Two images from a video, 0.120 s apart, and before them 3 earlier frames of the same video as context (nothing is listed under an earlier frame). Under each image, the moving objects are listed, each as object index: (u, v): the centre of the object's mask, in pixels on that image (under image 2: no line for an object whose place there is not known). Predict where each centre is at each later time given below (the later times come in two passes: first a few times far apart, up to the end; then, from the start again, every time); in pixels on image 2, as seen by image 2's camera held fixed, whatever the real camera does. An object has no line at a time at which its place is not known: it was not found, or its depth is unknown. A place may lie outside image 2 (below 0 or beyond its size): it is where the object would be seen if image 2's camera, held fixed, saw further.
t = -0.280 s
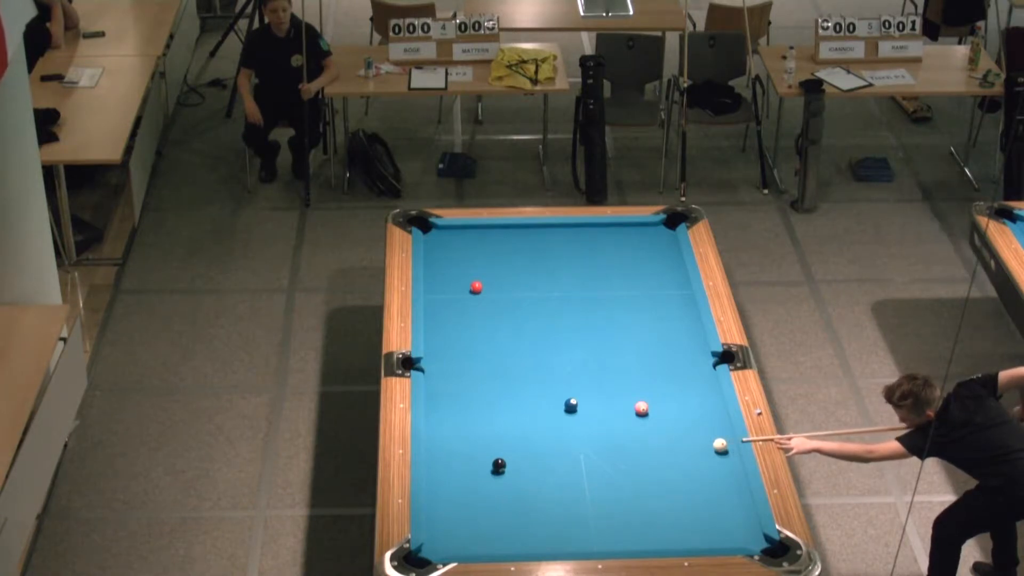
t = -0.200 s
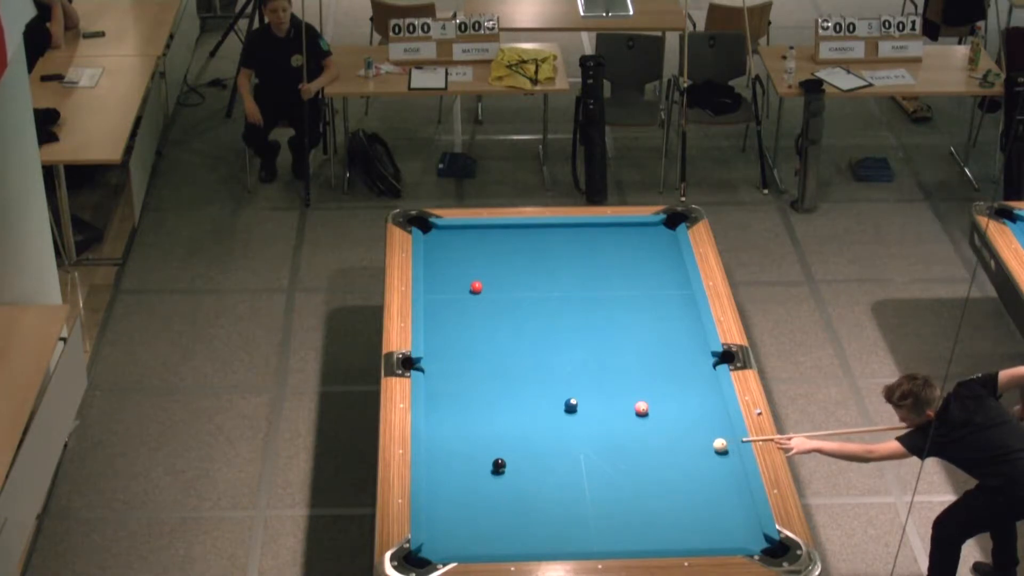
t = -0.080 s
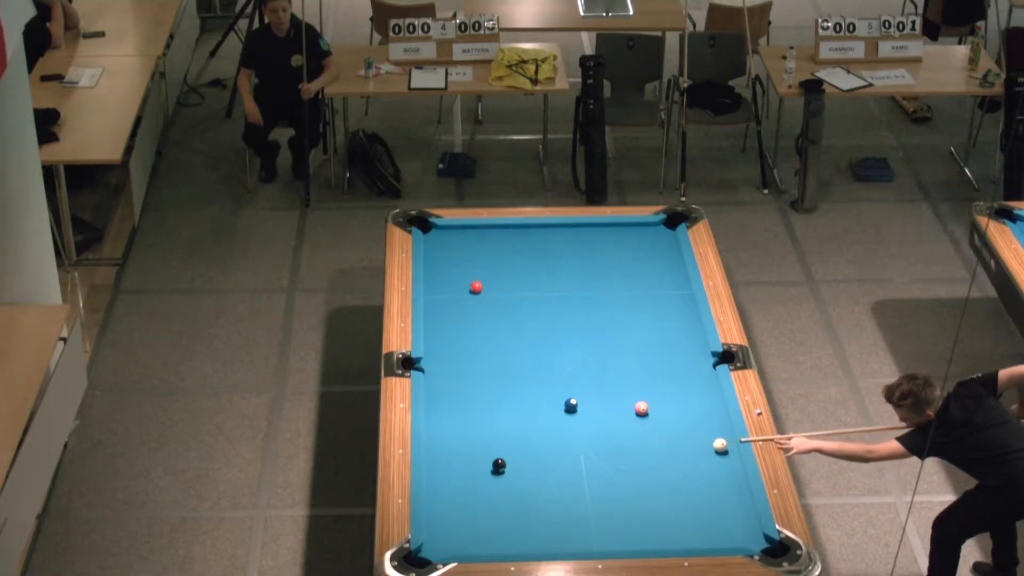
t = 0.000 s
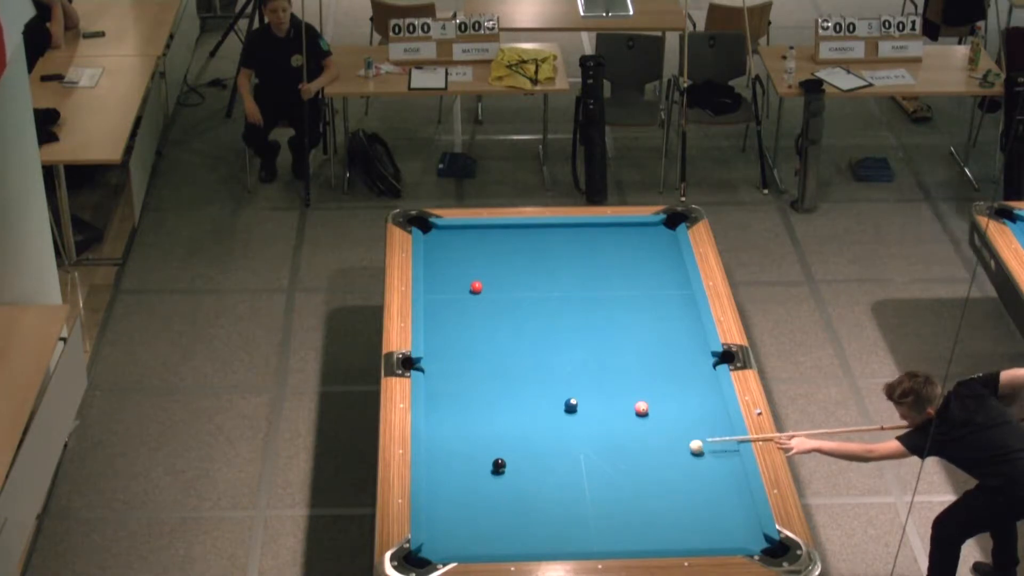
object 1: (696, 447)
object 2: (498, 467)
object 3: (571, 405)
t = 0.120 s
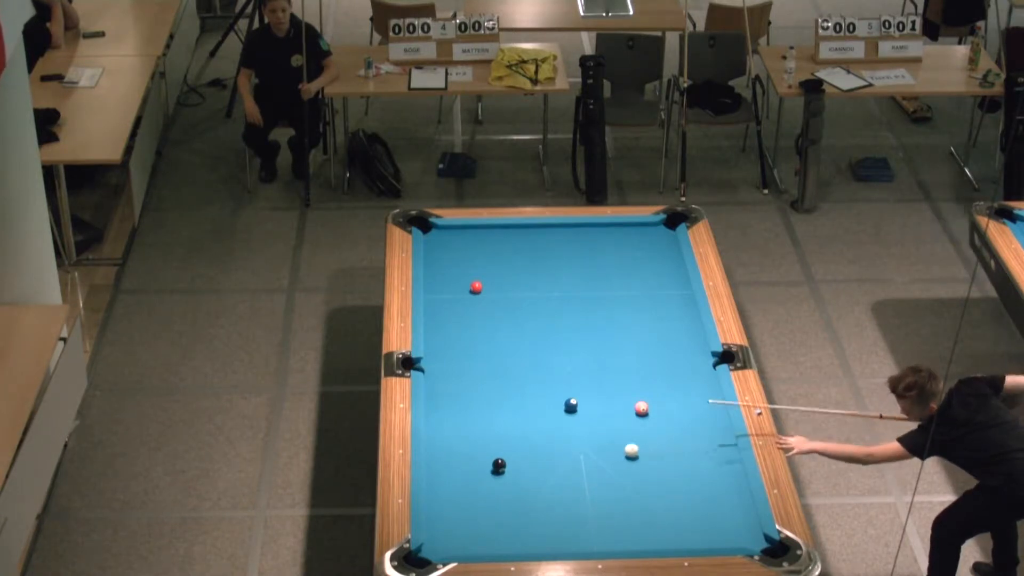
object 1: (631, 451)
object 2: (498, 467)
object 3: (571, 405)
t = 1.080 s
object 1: (541, 406)
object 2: (448, 547)
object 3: (571, 405)
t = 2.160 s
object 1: (673, 338)
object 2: (501, 511)
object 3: (606, 420)
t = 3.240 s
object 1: (649, 300)
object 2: (537, 479)
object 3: (629, 430)
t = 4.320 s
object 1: (606, 277)
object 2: (559, 461)
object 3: (635, 434)
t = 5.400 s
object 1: (579, 263)
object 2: (567, 454)
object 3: (635, 434)
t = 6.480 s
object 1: (566, 257)
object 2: (567, 454)
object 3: (635, 434)
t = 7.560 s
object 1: (564, 257)
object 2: (567, 454)
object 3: (635, 434)
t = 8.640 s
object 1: (564, 257)
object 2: (567, 454)
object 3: (635, 434)
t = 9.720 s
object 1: (564, 257)
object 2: (567, 453)
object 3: (635, 434)
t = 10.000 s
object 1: (564, 257)
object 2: (567, 453)
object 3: (635, 434)
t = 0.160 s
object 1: (610, 452)
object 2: (498, 467)
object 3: (571, 405)
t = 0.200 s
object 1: (588, 453)
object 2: (498, 467)
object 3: (571, 405)
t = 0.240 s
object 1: (567, 454)
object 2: (498, 466)
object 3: (571, 405)
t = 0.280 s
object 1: (545, 455)
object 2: (498, 467)
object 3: (571, 405)
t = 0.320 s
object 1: (523, 456)
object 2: (498, 467)
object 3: (571, 405)
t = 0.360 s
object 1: (504, 456)
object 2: (496, 469)
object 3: (571, 405)
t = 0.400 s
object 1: (489, 451)
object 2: (490, 474)
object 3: (571, 405)
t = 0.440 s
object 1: (473, 447)
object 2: (483, 480)
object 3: (571, 405)
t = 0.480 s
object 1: (458, 443)
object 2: (477, 486)
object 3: (571, 405)
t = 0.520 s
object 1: (442, 440)
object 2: (471, 491)
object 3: (571, 405)
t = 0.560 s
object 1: (431, 436)
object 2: (466, 496)
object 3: (571, 405)
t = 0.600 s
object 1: (442, 434)
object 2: (461, 500)
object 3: (571, 405)
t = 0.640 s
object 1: (454, 431)
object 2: (456, 505)
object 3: (571, 405)
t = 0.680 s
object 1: (464, 429)
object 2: (451, 510)
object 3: (571, 405)
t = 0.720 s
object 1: (473, 427)
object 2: (445, 515)
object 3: (571, 405)
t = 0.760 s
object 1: (481, 424)
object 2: (440, 519)
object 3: (571, 406)
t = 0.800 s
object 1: (489, 422)
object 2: (435, 524)
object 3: (571, 405)
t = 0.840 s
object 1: (497, 419)
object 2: (431, 528)
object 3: (571, 405)
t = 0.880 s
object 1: (504, 417)
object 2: (434, 532)
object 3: (571, 405)
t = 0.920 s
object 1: (512, 415)
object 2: (438, 535)
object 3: (571, 406)
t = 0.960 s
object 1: (519, 412)
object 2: (440, 538)
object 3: (571, 405)
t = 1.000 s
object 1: (526, 410)
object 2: (443, 542)
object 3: (571, 405)
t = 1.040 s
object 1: (534, 408)
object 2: (446, 545)
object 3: (571, 405)
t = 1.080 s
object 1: (541, 406)
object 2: (448, 547)
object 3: (571, 405)
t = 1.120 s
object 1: (548, 403)
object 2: (451, 549)
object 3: (571, 405)
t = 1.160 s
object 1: (555, 401)
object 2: (454, 550)
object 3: (571, 406)
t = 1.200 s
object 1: (561, 399)
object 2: (456, 549)
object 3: (572, 406)
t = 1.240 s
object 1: (566, 395)
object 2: (458, 548)
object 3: (574, 407)
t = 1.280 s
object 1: (572, 393)
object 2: (460, 547)
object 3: (575, 408)
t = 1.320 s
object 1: (576, 390)
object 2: (462, 545)
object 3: (577, 408)
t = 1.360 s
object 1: (582, 387)
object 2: (464, 544)
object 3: (578, 409)
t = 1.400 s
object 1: (587, 385)
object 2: (466, 542)
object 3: (580, 409)
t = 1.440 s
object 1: (592, 382)
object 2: (468, 540)
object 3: (582, 410)
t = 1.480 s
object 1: (596, 379)
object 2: (470, 538)
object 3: (583, 411)
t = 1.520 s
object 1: (601, 377)
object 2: (471, 537)
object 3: (585, 411)
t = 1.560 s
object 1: (606, 374)
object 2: (474, 535)
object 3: (586, 412)
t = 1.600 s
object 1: (611, 371)
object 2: (476, 533)
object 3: (588, 412)
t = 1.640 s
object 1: (616, 369)
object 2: (477, 531)
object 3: (589, 413)
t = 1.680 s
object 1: (620, 366)
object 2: (479, 530)
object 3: (591, 414)
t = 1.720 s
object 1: (625, 364)
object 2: (481, 528)
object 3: (592, 414)
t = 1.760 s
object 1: (629, 361)
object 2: (483, 526)
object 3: (594, 415)
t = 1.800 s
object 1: (634, 359)
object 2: (485, 525)
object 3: (595, 415)
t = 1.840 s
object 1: (639, 356)
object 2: (487, 523)
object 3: (596, 416)
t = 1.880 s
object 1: (643, 354)
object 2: (489, 521)
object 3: (598, 416)
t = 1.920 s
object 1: (647, 352)
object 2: (490, 520)
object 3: (599, 417)
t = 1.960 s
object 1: (652, 349)
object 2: (492, 518)
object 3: (601, 417)
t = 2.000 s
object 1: (656, 347)
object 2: (494, 516)
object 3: (602, 418)
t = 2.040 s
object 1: (660, 344)
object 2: (495, 515)
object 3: (603, 418)
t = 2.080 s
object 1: (665, 342)
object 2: (497, 514)
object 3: (604, 419)
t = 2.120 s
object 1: (669, 340)
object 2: (499, 512)
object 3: (605, 419)
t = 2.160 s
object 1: (673, 338)
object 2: (501, 511)
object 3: (606, 420)
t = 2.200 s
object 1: (677, 335)
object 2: (502, 509)
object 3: (608, 420)
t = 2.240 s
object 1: (681, 333)
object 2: (504, 508)
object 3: (609, 421)
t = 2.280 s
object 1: (685, 331)
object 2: (505, 507)
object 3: (610, 421)
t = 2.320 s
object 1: (689, 329)
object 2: (507, 505)
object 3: (611, 422)
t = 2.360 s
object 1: (693, 326)
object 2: (508, 504)
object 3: (612, 422)
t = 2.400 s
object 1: (696, 324)
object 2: (510, 502)
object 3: (613, 422)
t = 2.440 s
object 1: (693, 323)
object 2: (511, 501)
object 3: (614, 423)
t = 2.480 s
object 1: (690, 322)
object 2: (513, 499)
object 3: (615, 423)
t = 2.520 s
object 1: (688, 321)
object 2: (514, 498)
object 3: (616, 424)
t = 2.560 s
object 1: (685, 319)
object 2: (516, 497)
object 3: (617, 424)
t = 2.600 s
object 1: (683, 318)
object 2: (517, 496)
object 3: (618, 425)
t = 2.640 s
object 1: (680, 317)
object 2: (518, 494)
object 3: (619, 425)
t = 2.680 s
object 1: (678, 315)
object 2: (520, 493)
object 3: (620, 426)
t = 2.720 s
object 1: (676, 314)
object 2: (521, 492)
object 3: (620, 426)
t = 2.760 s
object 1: (674, 313)
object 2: (522, 491)
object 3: (621, 426)
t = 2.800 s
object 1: (672, 312)
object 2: (524, 490)
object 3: (622, 427)
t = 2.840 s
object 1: (669, 311)
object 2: (525, 489)
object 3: (623, 427)
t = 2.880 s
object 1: (667, 309)
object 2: (526, 487)
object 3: (623, 428)
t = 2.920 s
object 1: (665, 308)
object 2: (527, 487)
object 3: (624, 428)
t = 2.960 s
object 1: (663, 307)
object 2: (529, 486)
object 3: (625, 428)
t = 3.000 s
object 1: (661, 306)
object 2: (530, 485)
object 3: (626, 428)
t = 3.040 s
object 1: (659, 305)
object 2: (531, 484)
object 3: (626, 429)
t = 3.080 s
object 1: (657, 304)
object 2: (532, 483)
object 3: (627, 429)
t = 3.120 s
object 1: (655, 303)
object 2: (533, 482)
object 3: (628, 430)
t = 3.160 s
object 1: (653, 302)
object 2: (534, 481)
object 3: (628, 430)
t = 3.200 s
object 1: (651, 301)
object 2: (536, 480)
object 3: (629, 430)
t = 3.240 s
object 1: (649, 300)
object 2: (537, 479)
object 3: (629, 430)
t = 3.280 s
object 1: (647, 299)
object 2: (538, 478)
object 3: (630, 431)
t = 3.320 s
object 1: (645, 298)
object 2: (539, 477)
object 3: (630, 431)
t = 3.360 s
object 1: (644, 297)
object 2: (540, 476)
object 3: (631, 431)
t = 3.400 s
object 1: (642, 296)
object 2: (541, 475)
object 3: (631, 432)
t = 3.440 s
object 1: (640, 295)
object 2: (542, 474)
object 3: (631, 432)
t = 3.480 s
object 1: (638, 294)
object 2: (543, 474)
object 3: (632, 432)
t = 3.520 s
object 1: (636, 293)
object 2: (544, 473)
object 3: (632, 432)
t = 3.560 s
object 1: (635, 292)
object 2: (545, 472)
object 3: (633, 433)
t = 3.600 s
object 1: (633, 291)
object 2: (546, 471)
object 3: (633, 433)
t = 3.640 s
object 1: (631, 290)
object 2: (547, 471)
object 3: (634, 433)
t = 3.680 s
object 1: (629, 289)
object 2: (548, 470)
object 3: (634, 433)
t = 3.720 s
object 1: (628, 288)
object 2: (549, 469)
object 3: (634, 433)
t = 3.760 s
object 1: (626, 288)
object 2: (549, 469)
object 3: (634, 434)
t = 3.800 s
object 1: (625, 287)
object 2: (550, 468)
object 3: (634, 434)
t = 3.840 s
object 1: (623, 286)
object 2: (551, 468)
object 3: (634, 434)
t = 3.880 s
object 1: (622, 285)
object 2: (552, 467)
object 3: (635, 434)
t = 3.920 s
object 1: (620, 284)
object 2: (553, 466)
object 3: (635, 434)
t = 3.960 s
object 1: (619, 284)
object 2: (554, 465)
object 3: (635, 434)
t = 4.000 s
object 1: (617, 283)
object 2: (554, 465)
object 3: (635, 434)
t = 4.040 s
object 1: (616, 282)
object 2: (555, 464)
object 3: (635, 434)
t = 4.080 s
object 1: (614, 281)
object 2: (556, 464)
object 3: (635, 434)
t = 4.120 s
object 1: (613, 281)
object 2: (556, 464)
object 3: (635, 434)
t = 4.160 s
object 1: (611, 280)
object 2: (557, 463)
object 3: (635, 434)
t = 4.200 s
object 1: (610, 279)
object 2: (558, 462)
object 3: (635, 434)
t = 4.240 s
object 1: (609, 278)
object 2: (558, 462)
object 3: (635, 434)
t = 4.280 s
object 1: (608, 278)
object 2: (559, 462)
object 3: (635, 434)
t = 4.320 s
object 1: (606, 277)
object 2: (559, 461)
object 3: (635, 434)
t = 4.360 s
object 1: (605, 276)
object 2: (560, 460)
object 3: (635, 434)
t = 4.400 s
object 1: (604, 276)
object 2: (560, 460)
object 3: (635, 434)
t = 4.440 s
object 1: (603, 275)
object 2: (561, 459)
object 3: (635, 434)
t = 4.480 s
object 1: (601, 274)
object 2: (561, 459)
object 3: (635, 434)
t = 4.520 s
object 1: (600, 274)
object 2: (562, 459)
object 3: (635, 434)
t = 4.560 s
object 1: (599, 273)
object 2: (562, 459)
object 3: (635, 434)
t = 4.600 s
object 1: (598, 273)
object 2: (563, 458)
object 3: (635, 434)
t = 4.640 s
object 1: (597, 272)
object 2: (563, 458)
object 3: (635, 434)
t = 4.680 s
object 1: (596, 272)
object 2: (563, 457)
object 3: (635, 434)
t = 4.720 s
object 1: (594, 271)
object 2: (564, 457)
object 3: (635, 434)
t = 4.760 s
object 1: (593, 270)
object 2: (564, 457)
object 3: (635, 434)
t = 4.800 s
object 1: (592, 270)
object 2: (564, 456)
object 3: (635, 434)
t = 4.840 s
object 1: (591, 269)
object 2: (565, 456)
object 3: (635, 434)
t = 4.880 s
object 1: (590, 269)
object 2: (565, 456)
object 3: (635, 434)
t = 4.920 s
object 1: (590, 268)
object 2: (565, 456)
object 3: (635, 434)
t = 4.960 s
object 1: (588, 268)
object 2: (565, 456)
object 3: (635, 434)
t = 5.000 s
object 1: (588, 267)
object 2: (566, 455)
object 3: (635, 434)
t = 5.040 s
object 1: (587, 267)
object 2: (566, 455)
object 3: (635, 434)
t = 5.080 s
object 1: (586, 266)
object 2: (566, 455)
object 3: (635, 434)
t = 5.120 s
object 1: (585, 266)
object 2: (566, 455)
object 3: (635, 434)
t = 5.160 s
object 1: (584, 265)
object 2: (566, 455)
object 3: (635, 434)
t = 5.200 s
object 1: (583, 265)
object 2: (567, 454)
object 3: (635, 434)
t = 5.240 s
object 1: (582, 264)
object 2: (567, 455)
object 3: (635, 434)
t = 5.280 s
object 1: (582, 264)
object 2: (567, 454)
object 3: (635, 434)
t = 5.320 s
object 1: (581, 264)
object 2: (567, 454)
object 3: (635, 434)
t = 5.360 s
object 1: (580, 263)
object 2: (567, 454)
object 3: (635, 434)
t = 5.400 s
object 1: (579, 263)
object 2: (567, 454)
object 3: (635, 434)
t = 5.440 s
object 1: (579, 263)
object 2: (567, 454)
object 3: (635, 434)
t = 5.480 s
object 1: (578, 262)
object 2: (567, 454)
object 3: (635, 434)
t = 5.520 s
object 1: (577, 262)
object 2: (567, 454)
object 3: (635, 434)
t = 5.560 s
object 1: (577, 262)
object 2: (567, 454)
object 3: (635, 434)
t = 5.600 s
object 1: (576, 261)
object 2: (567, 454)
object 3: (635, 434)
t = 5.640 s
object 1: (575, 261)
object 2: (567, 454)
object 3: (635, 434)
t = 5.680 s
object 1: (575, 261)
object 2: (567, 454)
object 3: (635, 434)
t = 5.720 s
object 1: (574, 261)
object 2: (567, 454)
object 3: (635, 434)
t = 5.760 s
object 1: (574, 260)
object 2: (567, 454)
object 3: (635, 434)
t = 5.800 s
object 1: (573, 260)
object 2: (567, 454)
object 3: (635, 434)
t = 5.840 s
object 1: (572, 260)
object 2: (567, 454)
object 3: (635, 434)
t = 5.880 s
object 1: (572, 259)
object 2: (567, 454)
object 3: (635, 434)
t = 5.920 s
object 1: (571, 259)
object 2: (567, 454)
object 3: (635, 434)
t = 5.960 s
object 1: (571, 259)
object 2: (567, 454)
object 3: (635, 434)
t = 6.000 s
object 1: (570, 259)
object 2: (567, 454)
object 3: (635, 434)
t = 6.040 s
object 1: (570, 258)
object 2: (567, 454)
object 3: (635, 434)
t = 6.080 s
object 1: (570, 258)
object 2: (567, 454)
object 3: (635, 434)
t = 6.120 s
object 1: (569, 258)
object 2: (567, 454)
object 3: (635, 434)
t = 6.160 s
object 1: (569, 258)
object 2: (567, 454)
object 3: (635, 434)
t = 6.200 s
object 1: (568, 258)
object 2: (567, 454)
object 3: (635, 434)
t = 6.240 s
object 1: (568, 258)
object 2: (567, 454)
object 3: (635, 434)
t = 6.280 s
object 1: (568, 258)
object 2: (567, 454)
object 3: (635, 434)
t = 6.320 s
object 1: (567, 257)
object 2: (567, 454)
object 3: (635, 434)
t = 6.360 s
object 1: (567, 257)
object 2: (567, 454)
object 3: (635, 434)
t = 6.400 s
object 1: (567, 257)
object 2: (567, 454)
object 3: (635, 434)
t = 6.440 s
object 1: (566, 257)
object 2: (567, 454)
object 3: (635, 434)
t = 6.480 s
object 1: (566, 257)
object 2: (567, 454)
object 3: (635, 434)
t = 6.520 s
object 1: (566, 257)
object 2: (567, 454)
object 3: (635, 434)
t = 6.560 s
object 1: (566, 257)
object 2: (567, 454)
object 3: (635, 434)
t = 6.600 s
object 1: (566, 257)
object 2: (567, 454)
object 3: (635, 434)
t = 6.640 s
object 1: (565, 257)
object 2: (567, 454)
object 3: (635, 434)
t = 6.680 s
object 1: (565, 257)
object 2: (567, 454)
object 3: (635, 434)
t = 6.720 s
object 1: (565, 257)
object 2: (567, 454)
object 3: (635, 434)
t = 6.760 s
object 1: (565, 257)
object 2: (567, 454)
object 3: (635, 434)
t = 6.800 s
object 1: (565, 257)
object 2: (567, 454)
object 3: (635, 434)
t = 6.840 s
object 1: (565, 257)
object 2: (567, 454)
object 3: (635, 434)
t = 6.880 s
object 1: (565, 257)
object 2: (567, 454)
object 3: (635, 434)
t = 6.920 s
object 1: (565, 257)
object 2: (567, 454)
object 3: (635, 434)
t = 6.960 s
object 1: (565, 257)
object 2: (567, 454)
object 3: (635, 434)
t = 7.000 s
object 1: (565, 257)
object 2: (567, 454)
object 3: (635, 434)
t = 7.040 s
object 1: (565, 257)
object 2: (567, 454)
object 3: (635, 434)
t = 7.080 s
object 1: (565, 257)
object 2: (567, 454)
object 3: (635, 434)
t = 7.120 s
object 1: (565, 257)
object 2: (567, 454)
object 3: (635, 434)
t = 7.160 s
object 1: (564, 257)
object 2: (567, 454)
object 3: (635, 434)
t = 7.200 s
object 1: (565, 257)
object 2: (567, 454)
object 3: (635, 434)
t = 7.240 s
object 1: (565, 257)
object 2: (567, 454)
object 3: (635, 434)
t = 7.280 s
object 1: (564, 257)
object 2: (567, 454)
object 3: (635, 434)
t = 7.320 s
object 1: (564, 257)
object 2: (567, 454)
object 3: (635, 434)
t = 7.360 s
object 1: (564, 257)
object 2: (567, 454)
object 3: (635, 434)
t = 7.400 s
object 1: (564, 257)
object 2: (567, 454)
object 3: (635, 434)
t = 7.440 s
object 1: (565, 257)
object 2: (567, 454)
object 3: (636, 434)
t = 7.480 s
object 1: (565, 257)
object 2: (567, 454)
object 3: (635, 434)
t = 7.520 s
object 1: (564, 257)
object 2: (567, 454)
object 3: (635, 434)
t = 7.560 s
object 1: (564, 257)
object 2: (567, 454)
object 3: (635, 434)
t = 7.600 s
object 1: (564, 257)
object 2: (567, 454)
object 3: (635, 434)
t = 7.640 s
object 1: (564, 257)
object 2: (567, 454)
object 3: (635, 434)
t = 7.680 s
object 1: (564, 257)
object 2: (567, 454)
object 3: (635, 434)
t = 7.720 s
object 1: (564, 256)
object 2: (567, 454)
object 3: (635, 434)
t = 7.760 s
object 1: (564, 257)
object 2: (567, 454)
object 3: (635, 434)
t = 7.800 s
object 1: (564, 257)
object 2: (567, 454)
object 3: (635, 434)
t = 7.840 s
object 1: (565, 257)
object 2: (567, 454)
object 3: (635, 434)
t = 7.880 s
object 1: (564, 257)
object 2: (567, 454)
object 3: (635, 434)
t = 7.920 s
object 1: (564, 257)
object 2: (567, 454)
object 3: (635, 434)
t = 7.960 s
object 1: (565, 257)
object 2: (567, 454)
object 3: (635, 434)
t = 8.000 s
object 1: (565, 257)
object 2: (567, 454)
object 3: (635, 434)
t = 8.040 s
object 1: (564, 257)
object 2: (567, 454)
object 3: (635, 434)
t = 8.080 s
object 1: (564, 257)
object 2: (567, 454)
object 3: (635, 434)
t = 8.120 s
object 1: (564, 257)
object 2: (567, 454)
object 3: (635, 434)
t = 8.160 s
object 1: (564, 257)
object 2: (567, 454)
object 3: (635, 434)
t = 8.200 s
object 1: (564, 257)
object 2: (567, 454)
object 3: (635, 434)
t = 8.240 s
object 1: (564, 257)
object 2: (567, 454)
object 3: (635, 434)
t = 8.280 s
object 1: (564, 257)
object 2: (567, 454)
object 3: (635, 434)
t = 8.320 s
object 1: (564, 257)
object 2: (567, 454)
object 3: (635, 434)
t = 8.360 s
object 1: (564, 257)
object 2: (567, 454)
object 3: (635, 434)
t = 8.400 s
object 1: (564, 257)
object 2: (567, 454)
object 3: (635, 434)
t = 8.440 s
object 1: (564, 257)
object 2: (567, 454)
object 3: (635, 434)
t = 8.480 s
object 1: (564, 257)
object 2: (567, 454)
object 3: (635, 434)
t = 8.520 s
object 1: (564, 257)
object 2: (567, 454)
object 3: (635, 434)
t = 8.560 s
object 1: (564, 257)
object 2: (567, 454)
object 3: (635, 434)
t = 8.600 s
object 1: (564, 257)
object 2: (567, 454)
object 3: (635, 434)
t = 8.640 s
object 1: (564, 257)
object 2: (567, 454)
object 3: (635, 434)
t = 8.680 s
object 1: (564, 257)
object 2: (567, 454)
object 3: (635, 434)
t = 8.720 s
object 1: (564, 257)
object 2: (567, 454)
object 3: (635, 434)
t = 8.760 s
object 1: (564, 257)
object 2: (567, 454)
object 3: (635, 434)
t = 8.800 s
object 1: (564, 257)
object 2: (567, 454)
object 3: (635, 434)
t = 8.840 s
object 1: (564, 257)
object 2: (567, 454)
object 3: (635, 434)
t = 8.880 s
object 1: (564, 257)
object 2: (567, 454)
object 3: (635, 434)
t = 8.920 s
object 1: (564, 257)
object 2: (567, 454)
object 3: (635, 434)
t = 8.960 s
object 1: (564, 257)
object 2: (567, 453)
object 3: (635, 434)
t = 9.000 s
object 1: (564, 257)
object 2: (567, 454)
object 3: (635, 434)
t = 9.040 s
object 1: (564, 257)
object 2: (567, 454)
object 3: (635, 434)
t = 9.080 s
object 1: (564, 257)
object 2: (567, 453)
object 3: (635, 434)
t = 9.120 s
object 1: (564, 257)
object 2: (567, 454)
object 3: (635, 434)
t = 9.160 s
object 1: (564, 257)
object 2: (567, 454)
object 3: (635, 434)
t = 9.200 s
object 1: (564, 257)
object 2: (567, 453)
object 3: (635, 434)
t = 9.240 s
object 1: (564, 257)
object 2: (567, 454)
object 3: (635, 434)
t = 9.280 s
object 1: (564, 257)
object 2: (567, 453)
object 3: (635, 434)
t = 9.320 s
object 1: (564, 257)
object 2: (567, 453)
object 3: (635, 434)
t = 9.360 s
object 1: (564, 257)
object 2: (567, 453)
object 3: (635, 434)
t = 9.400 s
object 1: (564, 257)
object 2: (567, 453)
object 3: (635, 434)
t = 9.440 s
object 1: (564, 257)
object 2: (567, 453)
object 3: (635, 434)
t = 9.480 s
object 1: (564, 257)
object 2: (567, 453)
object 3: (635, 434)
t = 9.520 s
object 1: (564, 257)
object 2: (567, 453)
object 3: (635, 434)
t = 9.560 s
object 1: (564, 257)
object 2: (567, 454)
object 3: (635, 434)
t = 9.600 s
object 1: (564, 257)
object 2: (567, 454)
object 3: (635, 434)
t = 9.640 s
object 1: (564, 257)
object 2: (567, 453)
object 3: (635, 434)
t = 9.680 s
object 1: (564, 257)
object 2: (567, 453)
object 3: (635, 434)
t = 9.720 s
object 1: (564, 257)
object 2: (567, 453)
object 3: (635, 434)
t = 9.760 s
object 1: (564, 257)
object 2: (567, 453)
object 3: (635, 434)
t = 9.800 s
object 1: (564, 257)
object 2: (567, 453)
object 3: (635, 434)
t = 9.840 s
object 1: (564, 257)
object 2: (567, 453)
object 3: (635, 434)
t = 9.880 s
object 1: (564, 257)
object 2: (567, 453)
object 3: (635, 434)
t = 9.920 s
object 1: (564, 257)
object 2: (567, 454)
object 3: (635, 434)
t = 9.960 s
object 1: (564, 257)
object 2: (567, 453)
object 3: (635, 434)
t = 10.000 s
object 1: (564, 257)
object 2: (567, 453)
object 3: (635, 434)
